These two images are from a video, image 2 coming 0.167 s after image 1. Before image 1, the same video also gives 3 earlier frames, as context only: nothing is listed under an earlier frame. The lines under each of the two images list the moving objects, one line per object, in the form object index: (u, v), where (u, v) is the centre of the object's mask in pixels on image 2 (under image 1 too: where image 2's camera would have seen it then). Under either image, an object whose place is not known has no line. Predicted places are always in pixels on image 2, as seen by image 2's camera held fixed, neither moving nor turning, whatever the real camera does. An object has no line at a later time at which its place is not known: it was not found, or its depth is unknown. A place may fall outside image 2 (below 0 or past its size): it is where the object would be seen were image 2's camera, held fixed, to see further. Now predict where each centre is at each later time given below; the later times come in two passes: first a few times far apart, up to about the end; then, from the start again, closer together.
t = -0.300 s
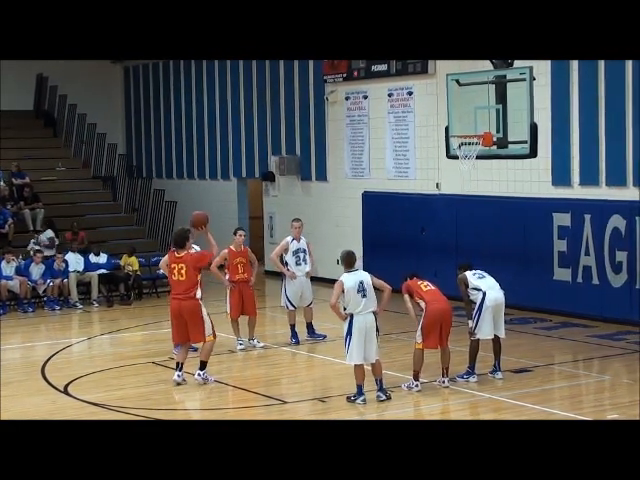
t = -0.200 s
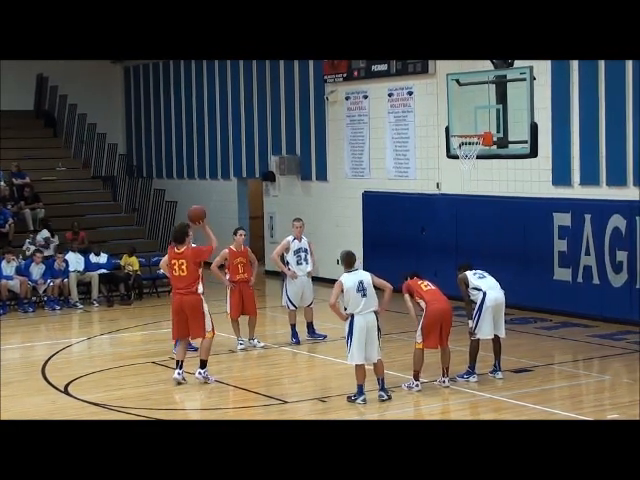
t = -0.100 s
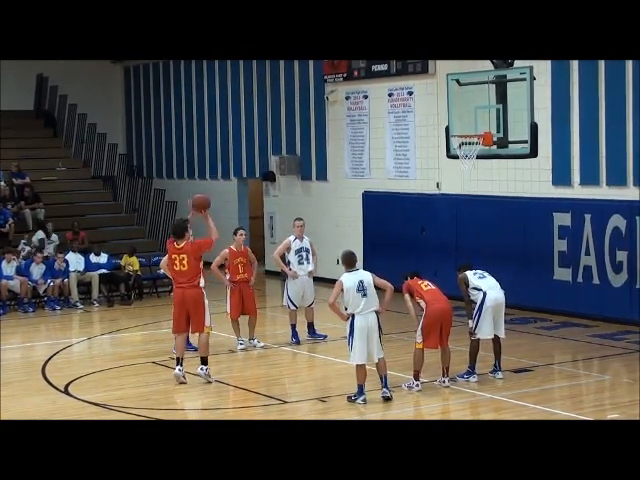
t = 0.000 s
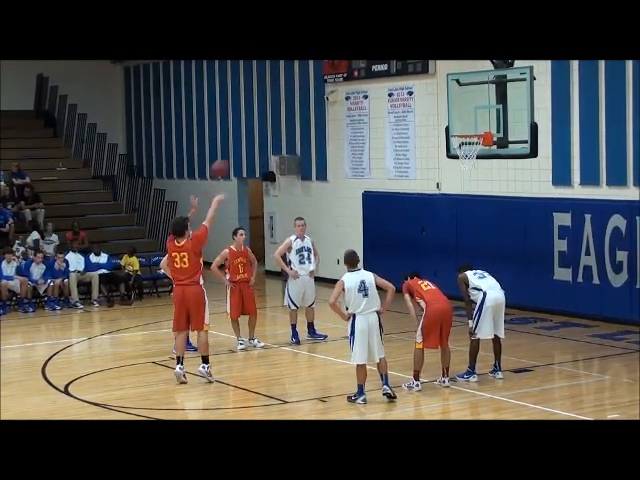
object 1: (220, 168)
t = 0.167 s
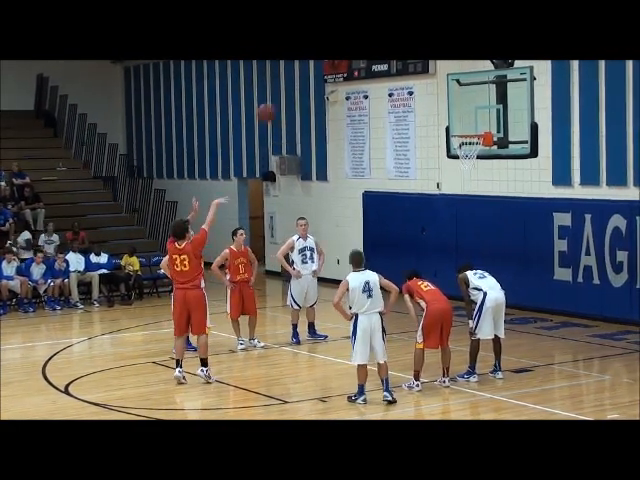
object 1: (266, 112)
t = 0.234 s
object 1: (283, 96)
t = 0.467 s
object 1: (342, 66)
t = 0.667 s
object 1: (392, 72)
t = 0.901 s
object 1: (446, 113)
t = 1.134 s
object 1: (478, 154)
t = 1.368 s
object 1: (467, 192)
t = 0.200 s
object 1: (274, 104)
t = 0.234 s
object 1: (283, 96)
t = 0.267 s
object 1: (292, 88)
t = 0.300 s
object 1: (300, 83)
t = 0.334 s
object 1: (309, 78)
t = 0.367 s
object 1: (318, 73)
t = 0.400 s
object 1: (326, 70)
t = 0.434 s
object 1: (333, 68)
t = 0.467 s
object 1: (342, 66)
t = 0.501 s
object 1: (353, 65)
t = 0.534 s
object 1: (359, 65)
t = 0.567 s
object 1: (367, 65)
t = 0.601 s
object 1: (375, 68)
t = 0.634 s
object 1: (383, 69)
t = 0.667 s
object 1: (392, 72)
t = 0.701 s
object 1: (399, 76)
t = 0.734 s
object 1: (407, 80)
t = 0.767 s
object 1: (415, 86)
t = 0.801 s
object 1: (423, 92)
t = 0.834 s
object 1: (431, 98)
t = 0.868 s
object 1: (438, 106)
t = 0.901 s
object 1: (446, 113)
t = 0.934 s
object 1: (454, 122)
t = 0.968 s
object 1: (461, 130)
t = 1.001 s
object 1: (467, 142)
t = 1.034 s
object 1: (471, 148)
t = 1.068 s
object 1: (478, 152)
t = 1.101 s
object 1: (478, 154)
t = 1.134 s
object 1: (478, 154)
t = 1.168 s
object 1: (476, 158)
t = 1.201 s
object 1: (475, 162)
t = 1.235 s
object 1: (473, 167)
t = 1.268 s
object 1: (471, 172)
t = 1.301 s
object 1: (470, 178)
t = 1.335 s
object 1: (469, 184)
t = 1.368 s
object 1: (467, 192)
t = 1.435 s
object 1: (464, 209)
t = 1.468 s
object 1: (463, 219)
